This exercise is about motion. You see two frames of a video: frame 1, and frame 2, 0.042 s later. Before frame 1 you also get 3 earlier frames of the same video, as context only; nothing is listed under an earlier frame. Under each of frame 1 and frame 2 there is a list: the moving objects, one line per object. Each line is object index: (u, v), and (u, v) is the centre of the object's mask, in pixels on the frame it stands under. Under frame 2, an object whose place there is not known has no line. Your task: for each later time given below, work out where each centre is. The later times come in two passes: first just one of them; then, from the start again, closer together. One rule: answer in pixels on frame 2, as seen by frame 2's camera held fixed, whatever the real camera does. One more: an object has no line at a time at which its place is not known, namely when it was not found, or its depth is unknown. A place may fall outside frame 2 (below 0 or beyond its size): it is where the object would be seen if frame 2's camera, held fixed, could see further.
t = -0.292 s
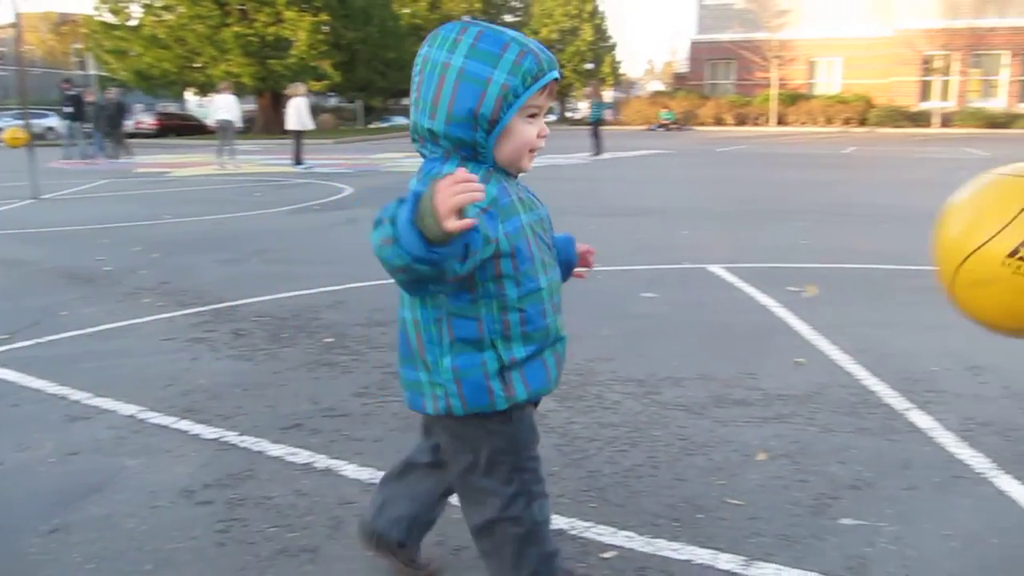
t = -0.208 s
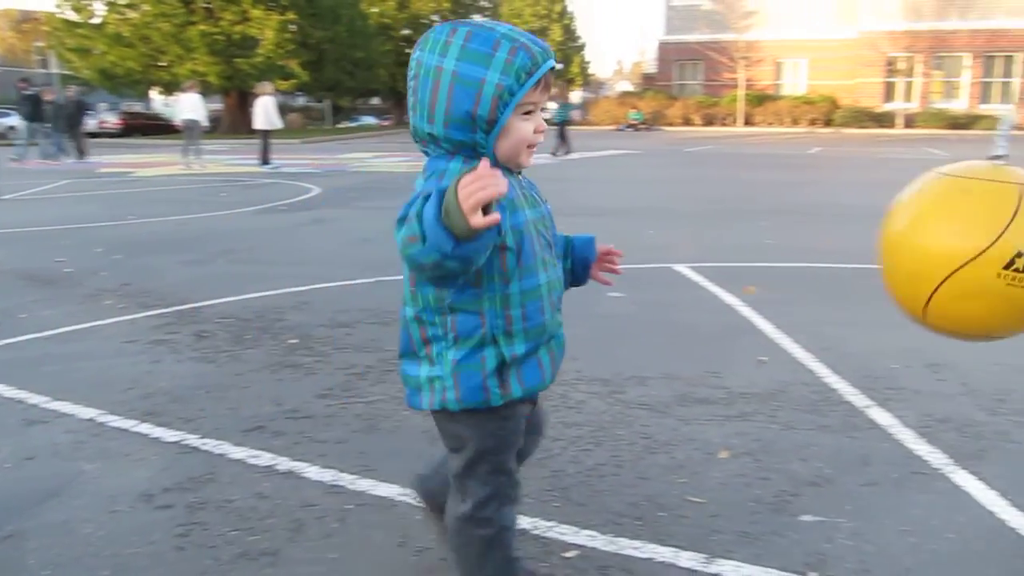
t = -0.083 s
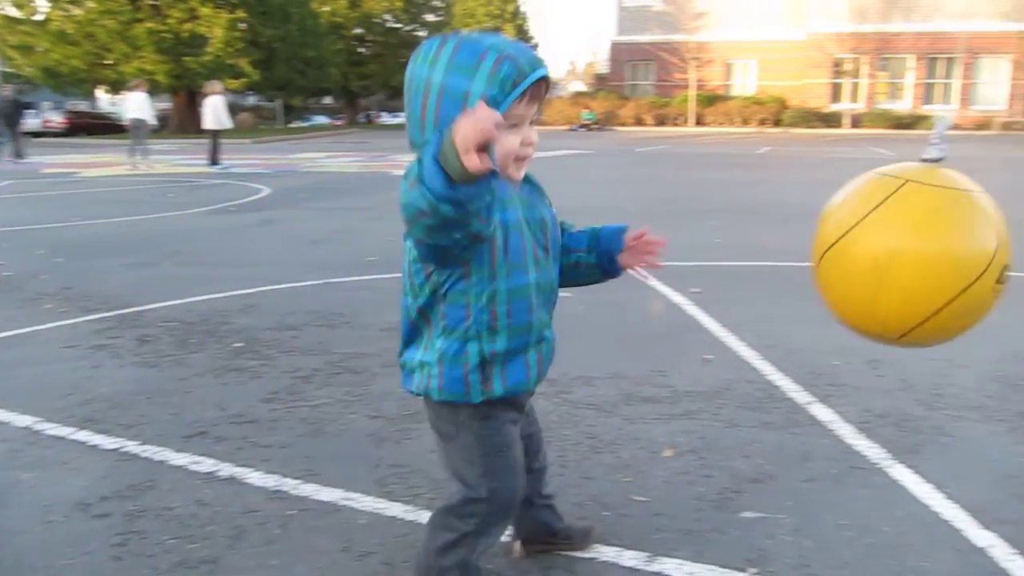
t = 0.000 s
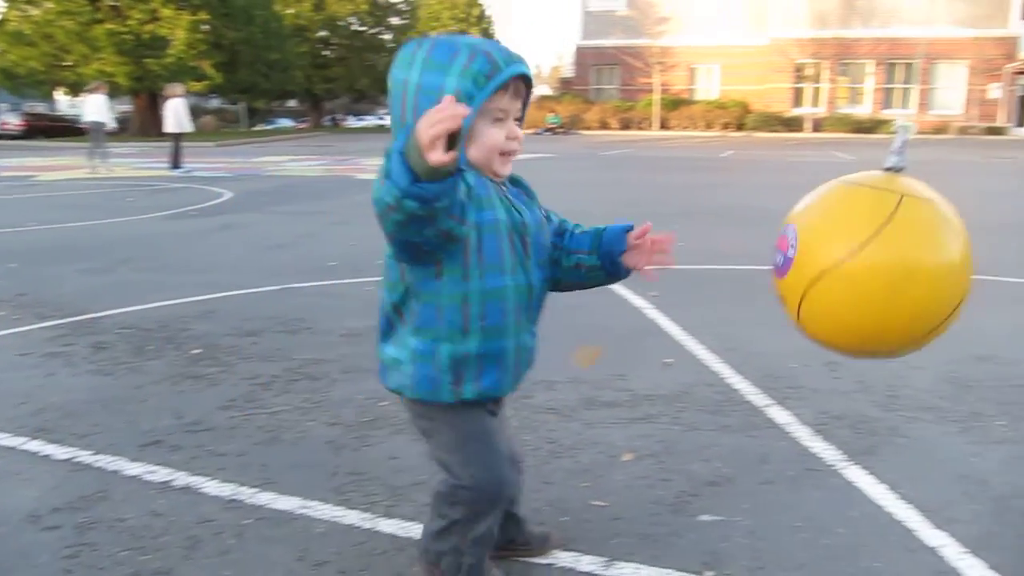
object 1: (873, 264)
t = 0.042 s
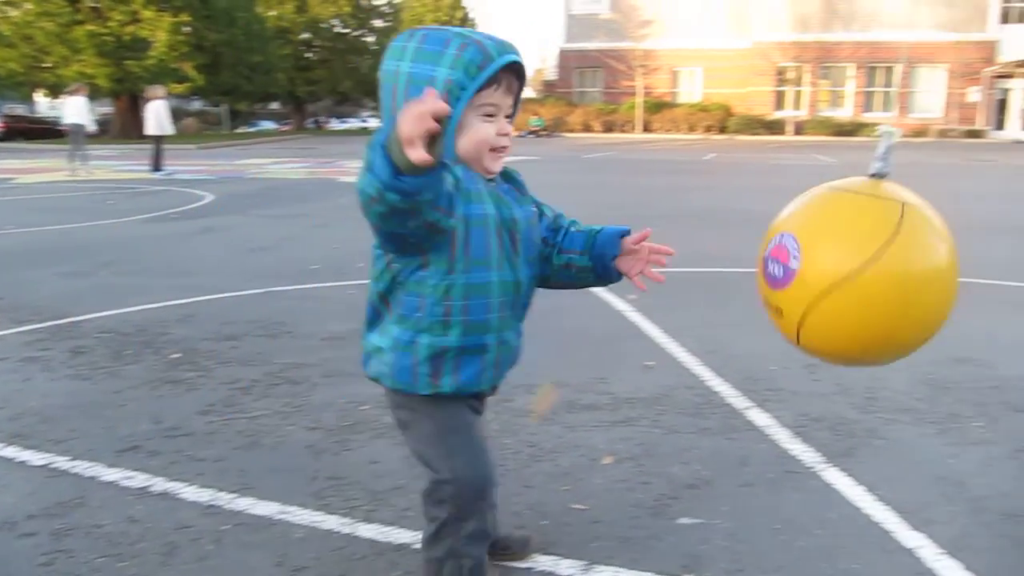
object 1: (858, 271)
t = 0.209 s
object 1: (922, 287)
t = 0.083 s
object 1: (870, 275)
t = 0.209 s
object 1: (922, 287)
